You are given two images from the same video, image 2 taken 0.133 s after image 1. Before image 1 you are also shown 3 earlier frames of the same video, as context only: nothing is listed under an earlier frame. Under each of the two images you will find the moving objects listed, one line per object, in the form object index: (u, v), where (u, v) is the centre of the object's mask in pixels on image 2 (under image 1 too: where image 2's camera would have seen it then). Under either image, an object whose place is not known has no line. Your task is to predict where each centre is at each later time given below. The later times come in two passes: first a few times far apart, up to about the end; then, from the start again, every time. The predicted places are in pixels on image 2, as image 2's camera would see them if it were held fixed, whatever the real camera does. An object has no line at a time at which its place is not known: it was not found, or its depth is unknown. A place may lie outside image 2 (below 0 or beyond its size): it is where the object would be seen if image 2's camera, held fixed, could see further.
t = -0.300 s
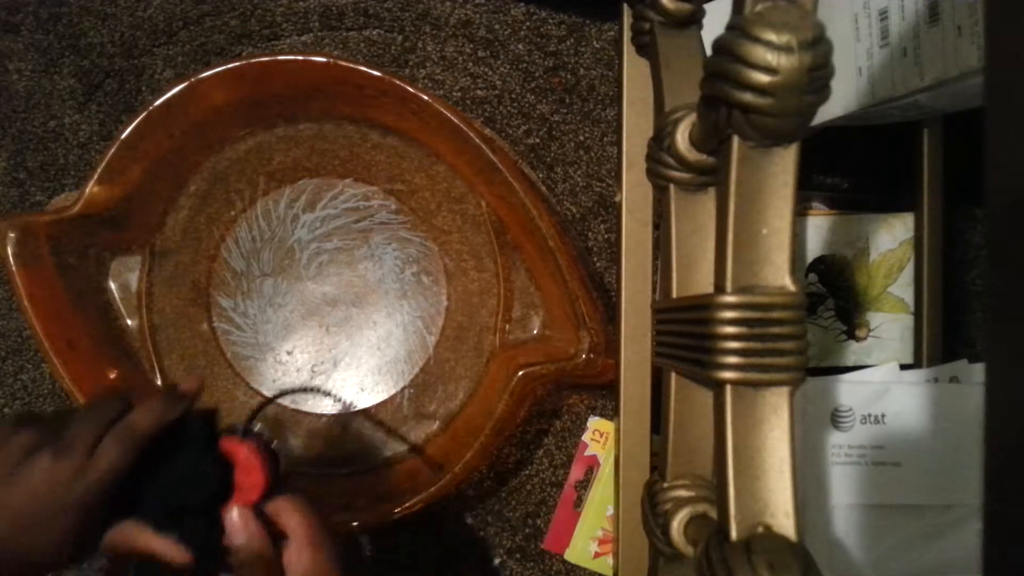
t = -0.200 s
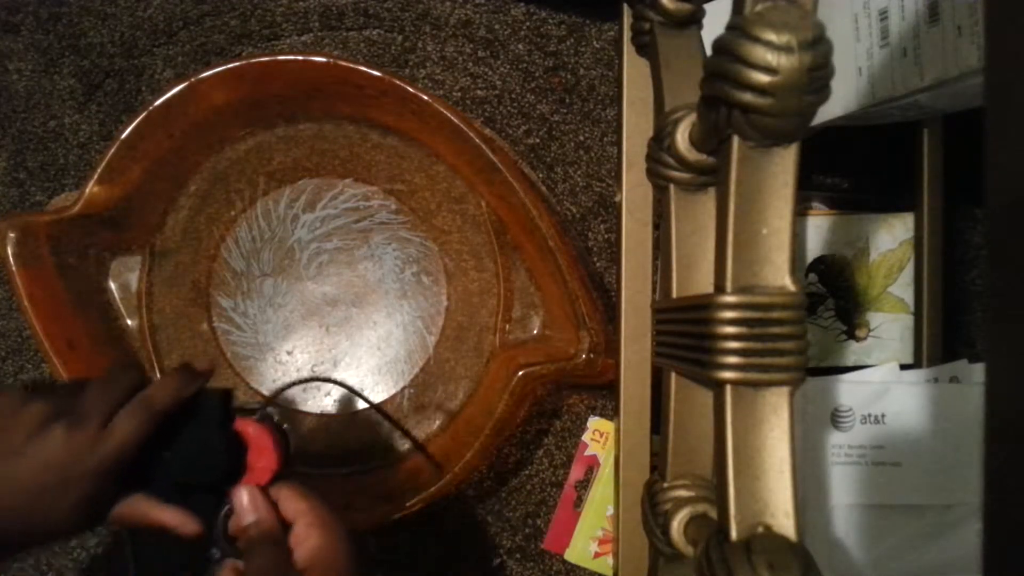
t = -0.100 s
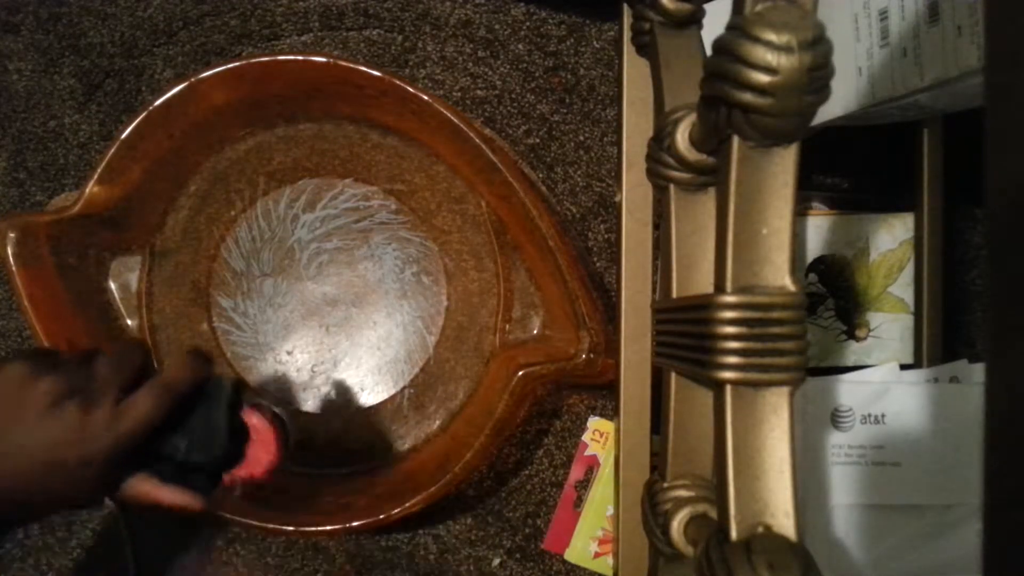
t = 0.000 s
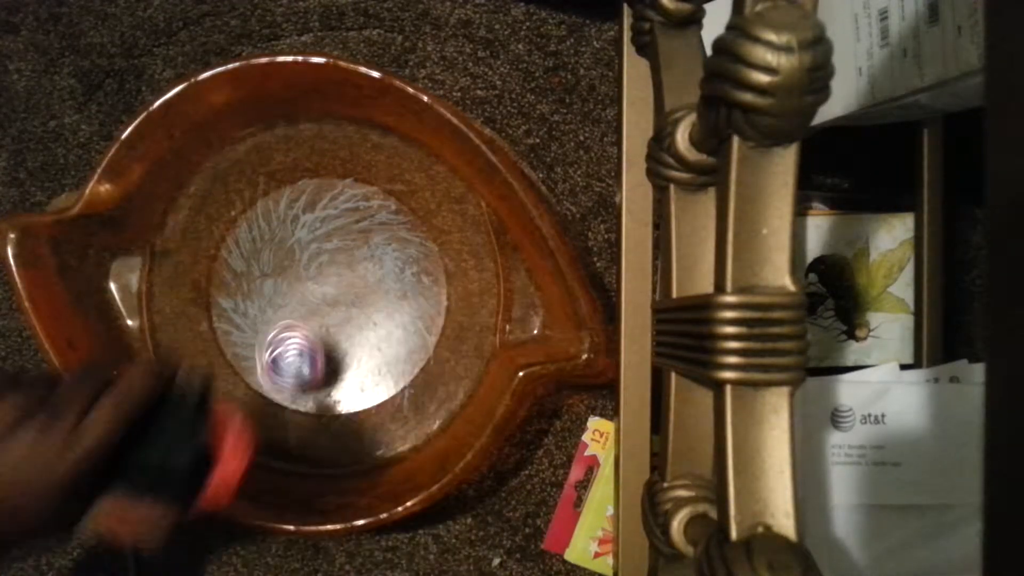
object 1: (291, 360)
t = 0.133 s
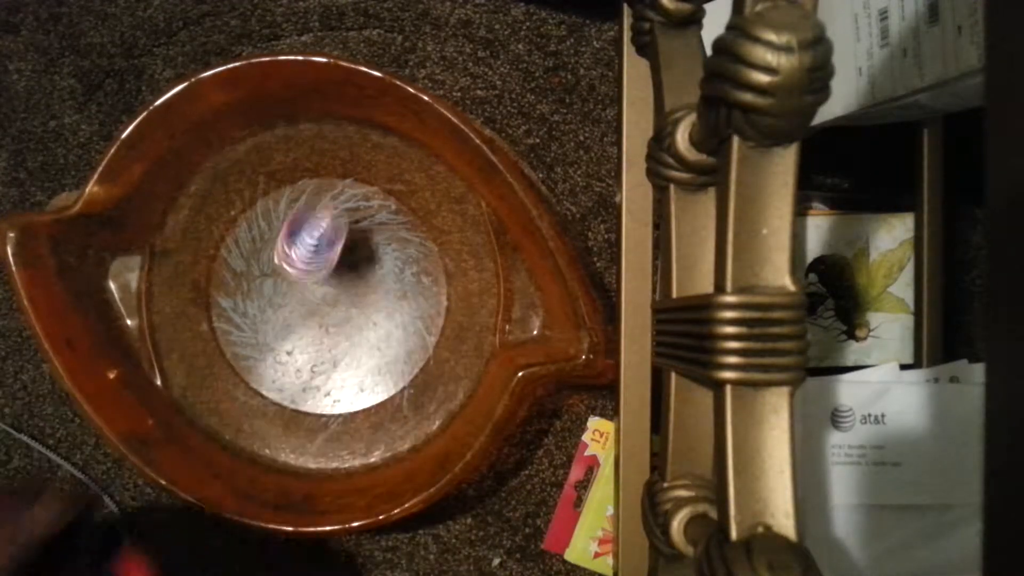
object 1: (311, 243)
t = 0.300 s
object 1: (296, 144)
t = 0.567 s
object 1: (205, 243)
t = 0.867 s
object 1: (300, 385)
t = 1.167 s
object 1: (398, 281)
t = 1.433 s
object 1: (333, 176)
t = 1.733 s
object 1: (212, 408)
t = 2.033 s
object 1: (487, 282)
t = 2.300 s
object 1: (197, 203)
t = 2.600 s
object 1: (385, 435)
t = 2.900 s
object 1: (381, 157)
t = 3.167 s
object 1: (155, 327)
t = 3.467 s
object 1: (435, 393)
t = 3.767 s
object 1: (335, 147)
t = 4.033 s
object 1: (171, 373)
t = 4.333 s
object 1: (462, 340)
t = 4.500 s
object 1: (411, 179)
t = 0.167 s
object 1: (324, 214)
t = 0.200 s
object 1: (324, 191)
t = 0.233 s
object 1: (316, 171)
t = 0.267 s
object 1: (310, 155)
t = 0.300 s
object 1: (296, 144)
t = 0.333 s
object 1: (281, 144)
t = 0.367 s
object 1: (267, 151)
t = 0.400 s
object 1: (253, 161)
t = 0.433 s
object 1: (240, 174)
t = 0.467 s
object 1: (228, 189)
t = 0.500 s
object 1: (218, 205)
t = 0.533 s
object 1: (210, 224)
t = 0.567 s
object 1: (205, 243)
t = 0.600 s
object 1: (203, 265)
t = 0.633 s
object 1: (206, 287)
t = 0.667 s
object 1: (213, 313)
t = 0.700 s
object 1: (220, 337)
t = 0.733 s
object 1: (232, 355)
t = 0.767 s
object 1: (249, 369)
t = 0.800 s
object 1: (266, 379)
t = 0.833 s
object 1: (282, 384)
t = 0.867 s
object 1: (300, 385)
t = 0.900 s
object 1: (322, 382)
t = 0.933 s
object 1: (339, 374)
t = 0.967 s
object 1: (353, 365)
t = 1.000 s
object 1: (365, 354)
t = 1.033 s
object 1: (376, 341)
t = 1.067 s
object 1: (383, 327)
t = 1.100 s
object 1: (391, 311)
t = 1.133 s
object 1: (394, 297)
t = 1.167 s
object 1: (398, 281)
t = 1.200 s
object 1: (399, 265)
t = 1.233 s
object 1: (397, 248)
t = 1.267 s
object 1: (394, 234)
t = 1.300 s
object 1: (389, 219)
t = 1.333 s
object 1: (380, 205)
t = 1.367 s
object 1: (369, 191)
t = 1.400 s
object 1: (354, 181)
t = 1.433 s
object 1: (333, 176)
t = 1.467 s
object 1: (306, 176)
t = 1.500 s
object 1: (280, 183)
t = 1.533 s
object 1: (253, 198)
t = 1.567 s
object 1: (229, 223)
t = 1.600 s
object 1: (207, 255)
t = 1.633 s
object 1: (198, 296)
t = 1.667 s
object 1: (195, 337)
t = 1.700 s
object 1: (200, 377)
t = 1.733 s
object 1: (212, 408)
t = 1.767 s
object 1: (242, 427)
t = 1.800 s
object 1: (277, 441)
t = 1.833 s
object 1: (315, 447)
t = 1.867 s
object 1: (352, 447)
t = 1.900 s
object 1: (391, 433)
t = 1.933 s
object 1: (425, 407)
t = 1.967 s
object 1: (453, 371)
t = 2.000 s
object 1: (472, 324)
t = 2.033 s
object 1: (487, 282)
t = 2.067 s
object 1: (477, 236)
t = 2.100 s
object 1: (448, 202)
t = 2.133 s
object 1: (414, 169)
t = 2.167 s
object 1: (371, 152)
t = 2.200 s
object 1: (321, 147)
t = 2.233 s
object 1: (272, 148)
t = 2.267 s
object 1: (229, 165)
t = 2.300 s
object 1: (197, 203)
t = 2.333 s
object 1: (176, 251)
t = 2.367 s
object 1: (160, 301)
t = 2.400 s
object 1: (160, 352)
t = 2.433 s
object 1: (186, 386)
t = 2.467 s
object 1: (221, 414)
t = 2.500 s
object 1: (257, 437)
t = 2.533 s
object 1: (299, 451)
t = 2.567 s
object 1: (345, 449)
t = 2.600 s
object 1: (385, 435)
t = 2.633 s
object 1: (421, 411)
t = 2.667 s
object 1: (446, 376)
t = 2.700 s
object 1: (461, 339)
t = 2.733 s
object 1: (473, 296)
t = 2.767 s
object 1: (478, 258)
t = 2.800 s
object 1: (465, 226)
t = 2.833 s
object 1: (439, 199)
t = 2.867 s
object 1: (413, 176)
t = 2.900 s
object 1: (381, 157)
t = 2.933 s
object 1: (344, 142)
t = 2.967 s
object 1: (307, 140)
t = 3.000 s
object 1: (267, 150)
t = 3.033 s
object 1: (229, 168)
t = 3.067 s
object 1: (199, 200)
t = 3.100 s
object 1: (179, 237)
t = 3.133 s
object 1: (163, 281)
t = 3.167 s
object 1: (155, 327)
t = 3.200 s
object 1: (164, 361)
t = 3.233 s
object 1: (195, 386)
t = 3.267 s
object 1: (230, 407)
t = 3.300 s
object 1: (267, 425)
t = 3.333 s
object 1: (305, 438)
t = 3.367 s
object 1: (345, 442)
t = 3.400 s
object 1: (382, 437)
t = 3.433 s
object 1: (411, 421)
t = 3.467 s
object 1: (435, 393)
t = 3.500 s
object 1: (455, 361)
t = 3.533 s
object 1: (465, 324)
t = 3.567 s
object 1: (471, 286)
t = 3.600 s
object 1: (472, 250)
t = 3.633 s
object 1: (459, 219)
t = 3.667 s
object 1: (434, 196)
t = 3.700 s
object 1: (405, 175)
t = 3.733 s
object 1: (371, 158)
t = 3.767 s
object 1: (335, 147)
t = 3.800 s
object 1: (295, 142)
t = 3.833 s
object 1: (257, 151)
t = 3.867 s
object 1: (219, 176)
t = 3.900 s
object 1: (191, 211)
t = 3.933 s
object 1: (171, 247)
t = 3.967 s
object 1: (157, 291)
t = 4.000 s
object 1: (152, 339)
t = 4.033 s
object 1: (171, 373)
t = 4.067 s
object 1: (198, 399)
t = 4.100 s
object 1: (238, 421)
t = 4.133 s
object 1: (277, 437)
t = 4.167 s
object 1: (320, 445)
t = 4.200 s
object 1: (356, 444)
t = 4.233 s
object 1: (393, 431)
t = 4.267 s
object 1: (423, 409)
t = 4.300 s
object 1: (446, 376)
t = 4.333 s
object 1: (462, 340)
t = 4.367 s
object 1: (472, 301)
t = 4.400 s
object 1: (474, 263)
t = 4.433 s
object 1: (466, 228)
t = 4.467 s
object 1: (438, 201)
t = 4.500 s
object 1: (411, 179)
